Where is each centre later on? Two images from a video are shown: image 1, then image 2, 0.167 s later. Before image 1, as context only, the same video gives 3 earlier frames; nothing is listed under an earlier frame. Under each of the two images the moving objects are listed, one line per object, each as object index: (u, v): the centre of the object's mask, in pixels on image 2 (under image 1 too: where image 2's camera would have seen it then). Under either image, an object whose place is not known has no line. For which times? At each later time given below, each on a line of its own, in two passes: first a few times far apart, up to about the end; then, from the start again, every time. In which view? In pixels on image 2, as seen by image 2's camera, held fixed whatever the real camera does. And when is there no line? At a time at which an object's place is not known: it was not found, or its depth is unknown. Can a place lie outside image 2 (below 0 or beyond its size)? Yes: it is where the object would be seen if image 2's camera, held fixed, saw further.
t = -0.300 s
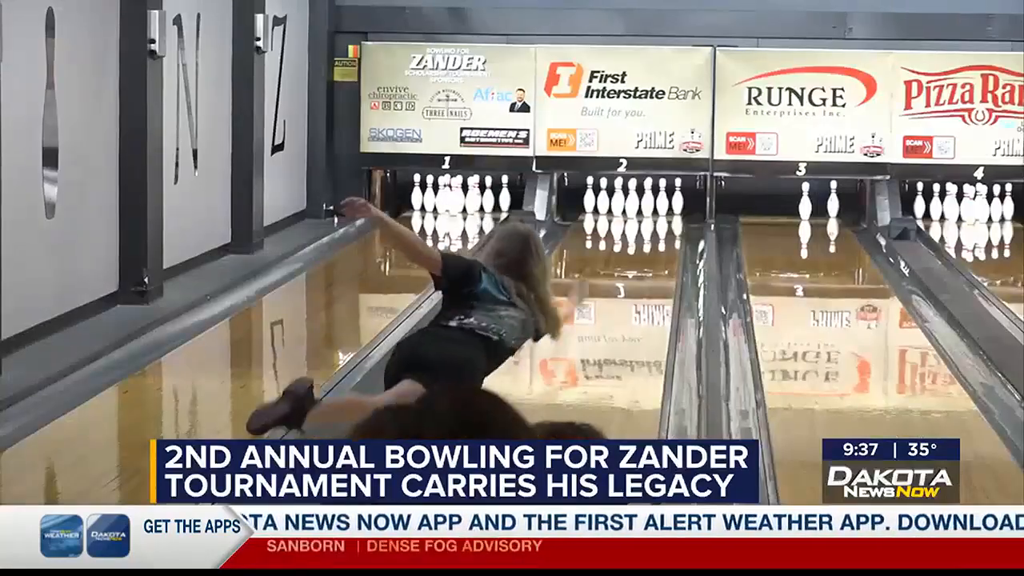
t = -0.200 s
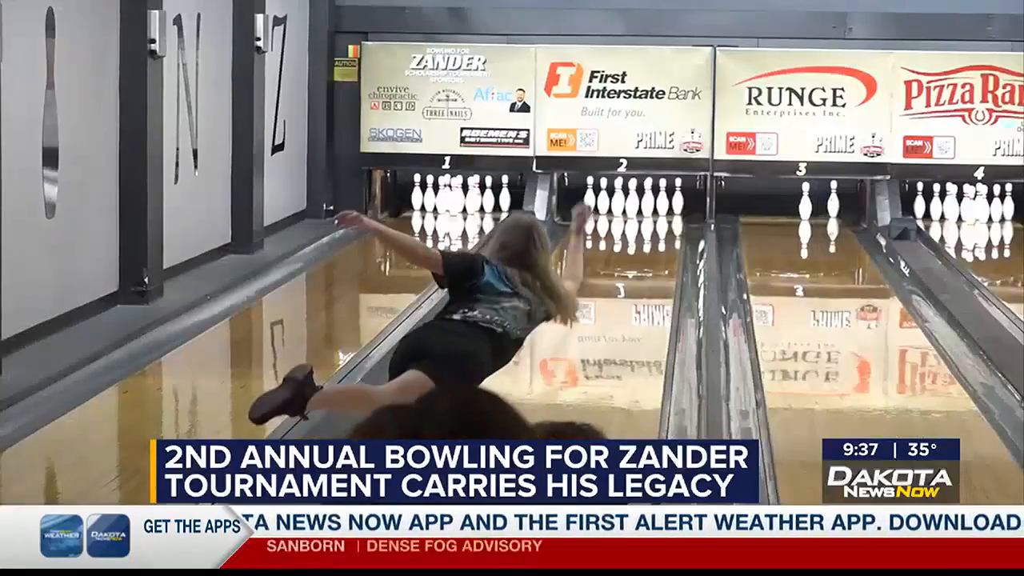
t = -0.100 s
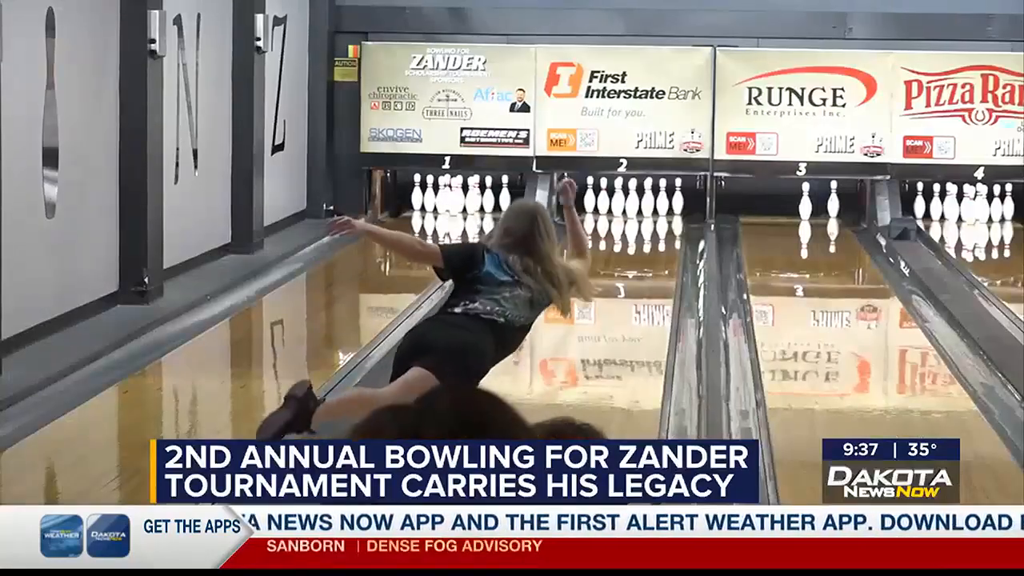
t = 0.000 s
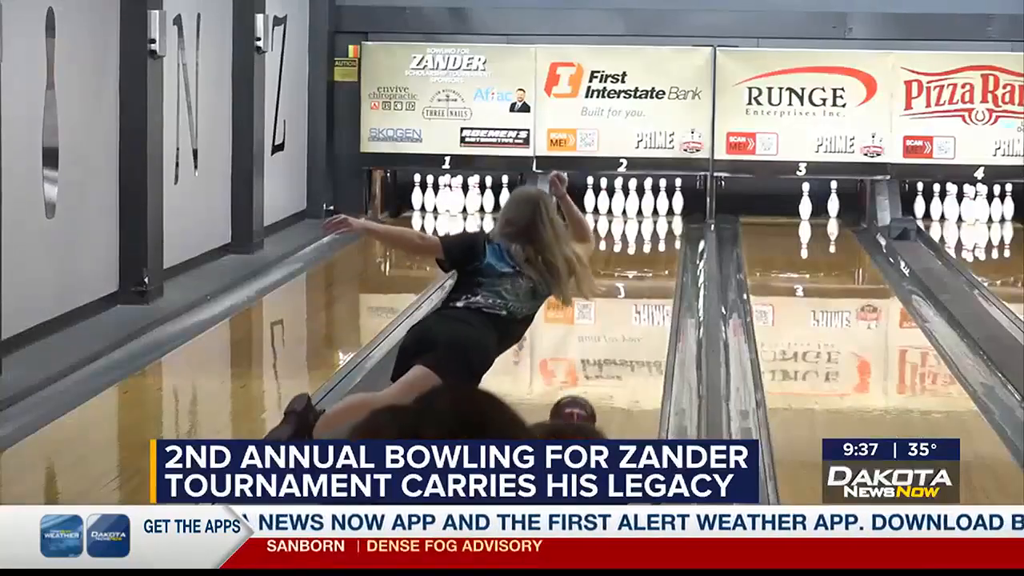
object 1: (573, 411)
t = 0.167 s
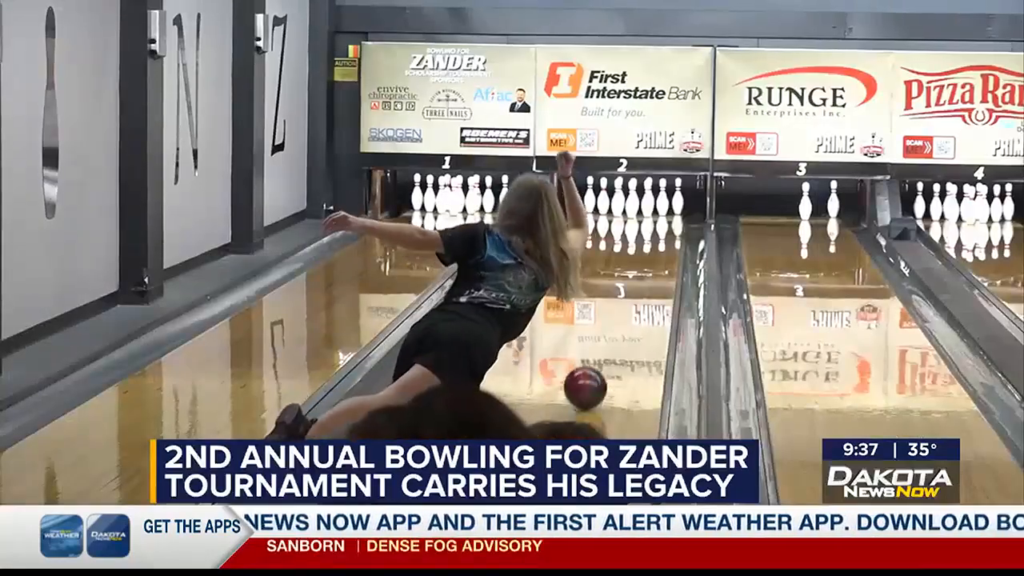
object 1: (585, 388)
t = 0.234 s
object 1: (589, 376)
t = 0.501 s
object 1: (604, 340)
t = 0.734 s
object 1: (614, 314)
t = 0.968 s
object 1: (622, 292)
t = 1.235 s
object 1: (629, 271)
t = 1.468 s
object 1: (634, 255)
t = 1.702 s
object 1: (639, 242)
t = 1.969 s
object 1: (638, 229)
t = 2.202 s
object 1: (634, 219)
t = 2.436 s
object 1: (627, 212)
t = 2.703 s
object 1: (612, 206)
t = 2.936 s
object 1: (607, 204)
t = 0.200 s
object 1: (587, 382)
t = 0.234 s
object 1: (589, 376)
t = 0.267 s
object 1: (591, 371)
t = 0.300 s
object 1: (593, 366)
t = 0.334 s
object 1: (595, 362)
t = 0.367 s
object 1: (597, 357)
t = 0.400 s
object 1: (599, 352)
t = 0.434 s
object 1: (601, 348)
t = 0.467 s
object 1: (602, 344)
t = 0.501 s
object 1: (604, 340)
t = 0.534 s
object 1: (606, 336)
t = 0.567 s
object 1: (607, 332)
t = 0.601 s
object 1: (609, 328)
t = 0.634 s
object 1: (610, 324)
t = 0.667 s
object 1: (611, 320)
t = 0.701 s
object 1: (613, 317)
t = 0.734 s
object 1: (614, 314)
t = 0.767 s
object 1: (615, 310)
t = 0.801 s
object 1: (616, 307)
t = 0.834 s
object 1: (617, 304)
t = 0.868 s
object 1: (619, 301)
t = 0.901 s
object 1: (620, 297)
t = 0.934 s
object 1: (621, 295)
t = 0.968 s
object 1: (622, 292)
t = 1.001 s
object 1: (623, 289)
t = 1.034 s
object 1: (624, 285)
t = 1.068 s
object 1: (625, 283)
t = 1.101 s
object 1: (626, 281)
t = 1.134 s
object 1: (627, 278)
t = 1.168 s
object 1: (628, 276)
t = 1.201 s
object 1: (628, 274)
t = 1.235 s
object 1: (629, 271)
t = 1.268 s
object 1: (630, 269)
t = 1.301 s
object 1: (631, 267)
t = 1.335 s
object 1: (631, 264)
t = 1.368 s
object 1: (633, 261)
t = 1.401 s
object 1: (633, 259)
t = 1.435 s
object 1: (634, 257)
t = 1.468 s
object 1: (634, 255)
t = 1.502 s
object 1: (635, 253)
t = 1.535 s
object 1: (636, 251)
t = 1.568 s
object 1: (637, 249)
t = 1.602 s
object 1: (637, 247)
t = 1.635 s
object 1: (638, 245)
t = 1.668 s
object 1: (638, 243)
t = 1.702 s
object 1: (639, 242)
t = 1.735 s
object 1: (639, 239)
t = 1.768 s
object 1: (638, 238)
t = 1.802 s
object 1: (639, 236)
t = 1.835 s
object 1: (639, 235)
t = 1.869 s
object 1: (639, 233)
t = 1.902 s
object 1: (639, 231)
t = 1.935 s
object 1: (639, 230)
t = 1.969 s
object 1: (638, 229)
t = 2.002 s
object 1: (638, 227)
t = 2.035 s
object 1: (637, 226)
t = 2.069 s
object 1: (637, 224)
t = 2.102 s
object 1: (636, 223)
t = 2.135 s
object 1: (636, 222)
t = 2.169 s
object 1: (635, 221)
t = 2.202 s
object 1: (634, 219)
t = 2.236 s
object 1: (633, 218)
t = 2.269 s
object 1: (632, 217)
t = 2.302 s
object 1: (631, 216)
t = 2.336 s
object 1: (630, 215)
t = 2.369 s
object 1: (630, 214)
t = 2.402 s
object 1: (628, 213)
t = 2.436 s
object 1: (627, 212)
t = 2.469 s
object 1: (626, 211)
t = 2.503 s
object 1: (625, 210)
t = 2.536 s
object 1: (625, 210)
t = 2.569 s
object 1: (621, 209)
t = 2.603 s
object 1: (619, 208)
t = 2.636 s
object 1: (616, 208)
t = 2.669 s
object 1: (614, 207)
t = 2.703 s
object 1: (612, 206)
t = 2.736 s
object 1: (611, 206)
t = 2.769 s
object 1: (610, 205)
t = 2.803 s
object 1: (609, 204)
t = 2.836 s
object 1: (608, 204)
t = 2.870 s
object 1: (608, 204)
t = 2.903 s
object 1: (607, 204)
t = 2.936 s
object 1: (607, 204)
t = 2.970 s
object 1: (605, 204)
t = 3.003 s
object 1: (605, 205)
